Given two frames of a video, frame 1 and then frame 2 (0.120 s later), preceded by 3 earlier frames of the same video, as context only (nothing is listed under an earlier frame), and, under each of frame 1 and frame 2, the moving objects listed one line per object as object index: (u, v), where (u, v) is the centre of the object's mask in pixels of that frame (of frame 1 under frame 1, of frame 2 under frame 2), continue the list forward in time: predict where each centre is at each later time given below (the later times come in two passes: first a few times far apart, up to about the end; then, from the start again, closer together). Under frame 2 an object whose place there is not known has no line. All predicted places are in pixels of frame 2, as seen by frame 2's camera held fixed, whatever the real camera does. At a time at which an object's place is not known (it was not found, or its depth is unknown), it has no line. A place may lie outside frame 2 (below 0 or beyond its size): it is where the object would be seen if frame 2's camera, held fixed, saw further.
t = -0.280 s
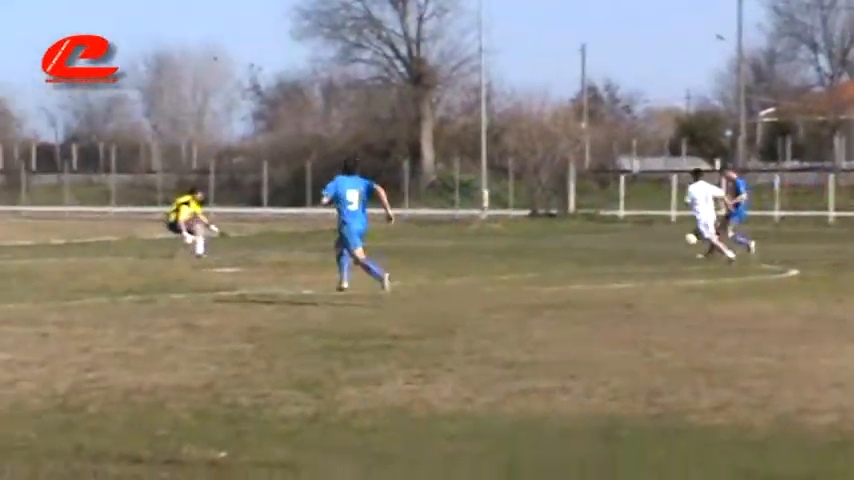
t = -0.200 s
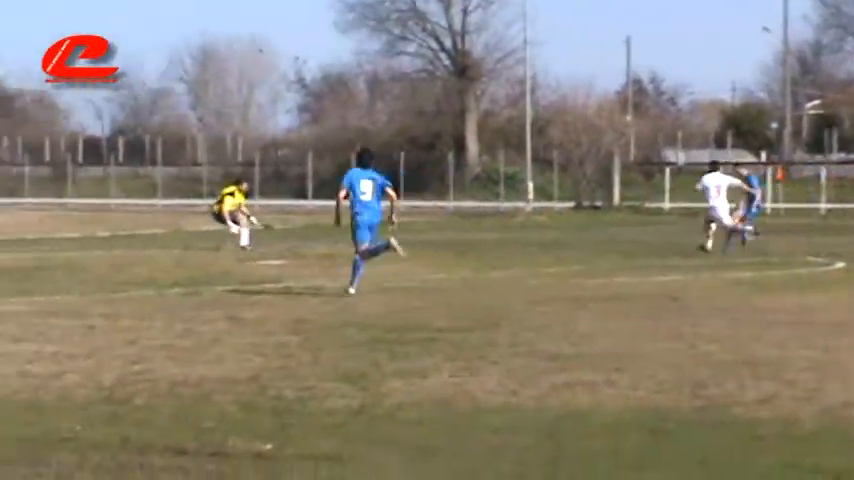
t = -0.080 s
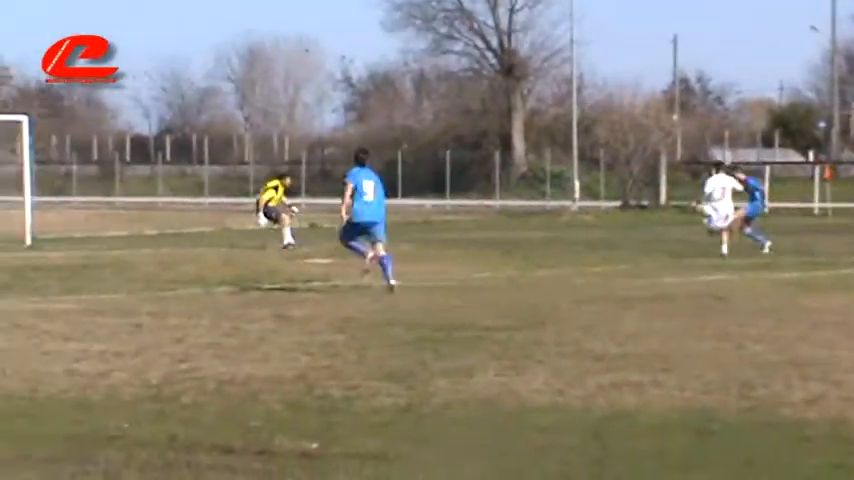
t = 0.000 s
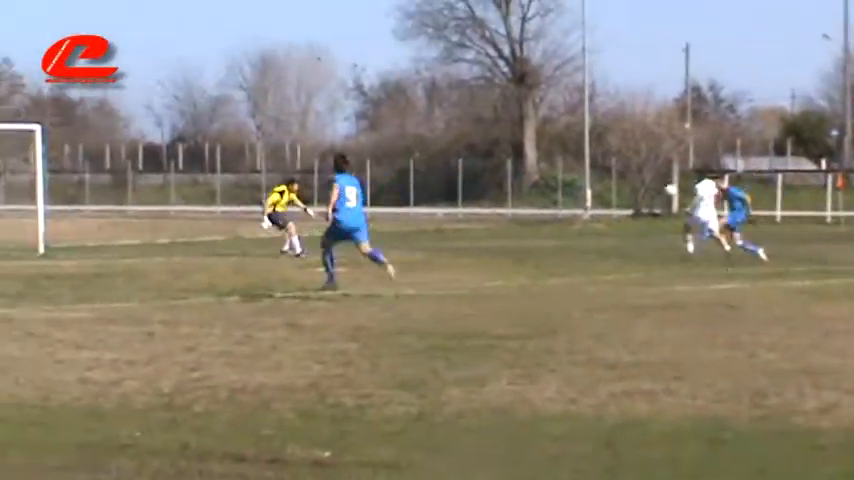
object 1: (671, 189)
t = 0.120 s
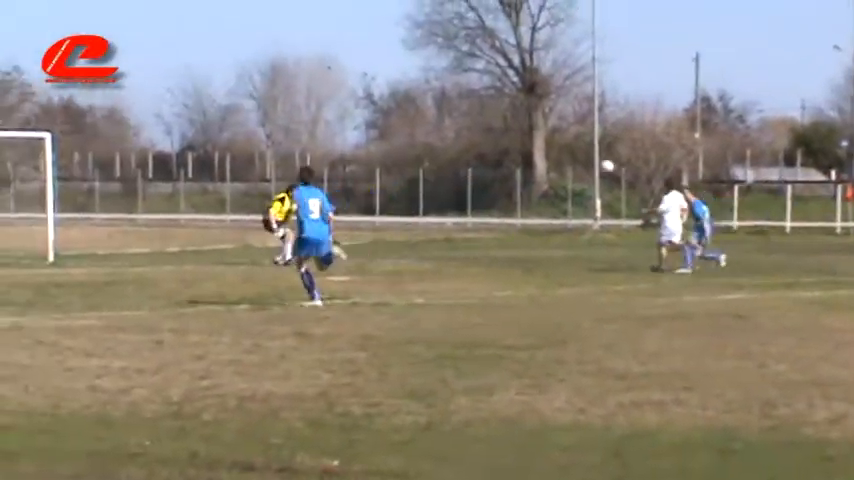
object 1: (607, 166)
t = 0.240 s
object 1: (535, 139)
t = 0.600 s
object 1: (321, 119)
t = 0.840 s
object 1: (177, 151)
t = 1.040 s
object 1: (57, 206)
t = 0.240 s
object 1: (535, 139)
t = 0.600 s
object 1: (321, 119)
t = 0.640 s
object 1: (297, 122)
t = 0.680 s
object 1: (273, 126)
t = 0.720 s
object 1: (250, 130)
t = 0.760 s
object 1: (225, 137)
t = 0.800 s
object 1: (201, 144)
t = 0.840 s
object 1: (177, 151)
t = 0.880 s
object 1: (153, 160)
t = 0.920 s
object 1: (128, 170)
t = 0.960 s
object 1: (105, 181)
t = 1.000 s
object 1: (81, 193)
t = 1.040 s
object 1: (57, 206)
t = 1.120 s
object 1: (7, 235)
